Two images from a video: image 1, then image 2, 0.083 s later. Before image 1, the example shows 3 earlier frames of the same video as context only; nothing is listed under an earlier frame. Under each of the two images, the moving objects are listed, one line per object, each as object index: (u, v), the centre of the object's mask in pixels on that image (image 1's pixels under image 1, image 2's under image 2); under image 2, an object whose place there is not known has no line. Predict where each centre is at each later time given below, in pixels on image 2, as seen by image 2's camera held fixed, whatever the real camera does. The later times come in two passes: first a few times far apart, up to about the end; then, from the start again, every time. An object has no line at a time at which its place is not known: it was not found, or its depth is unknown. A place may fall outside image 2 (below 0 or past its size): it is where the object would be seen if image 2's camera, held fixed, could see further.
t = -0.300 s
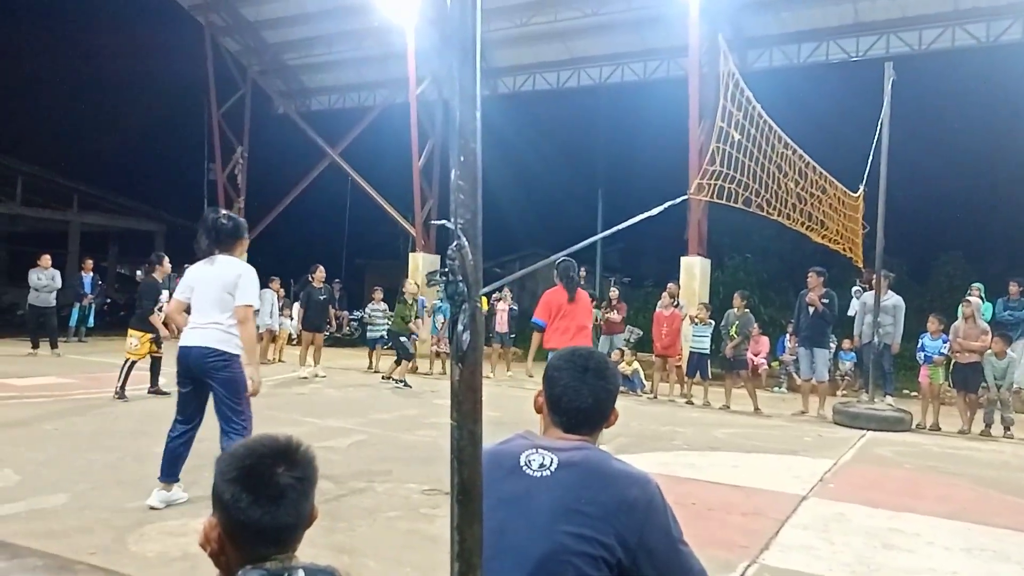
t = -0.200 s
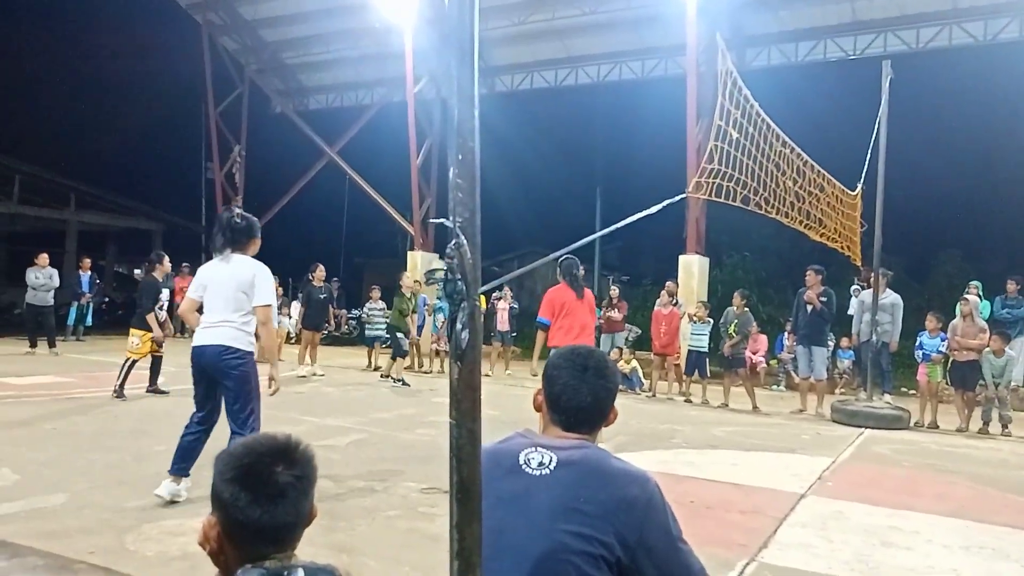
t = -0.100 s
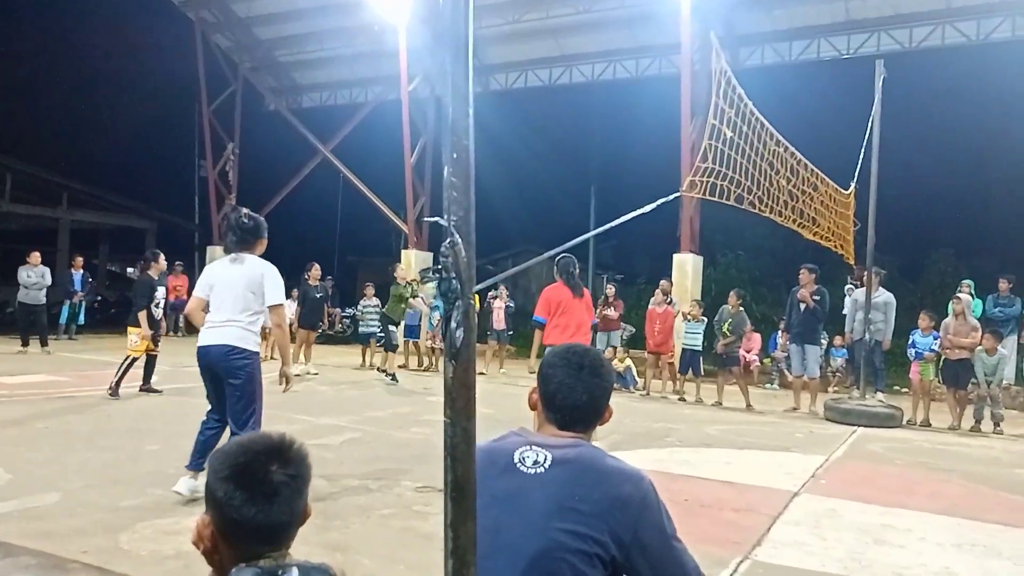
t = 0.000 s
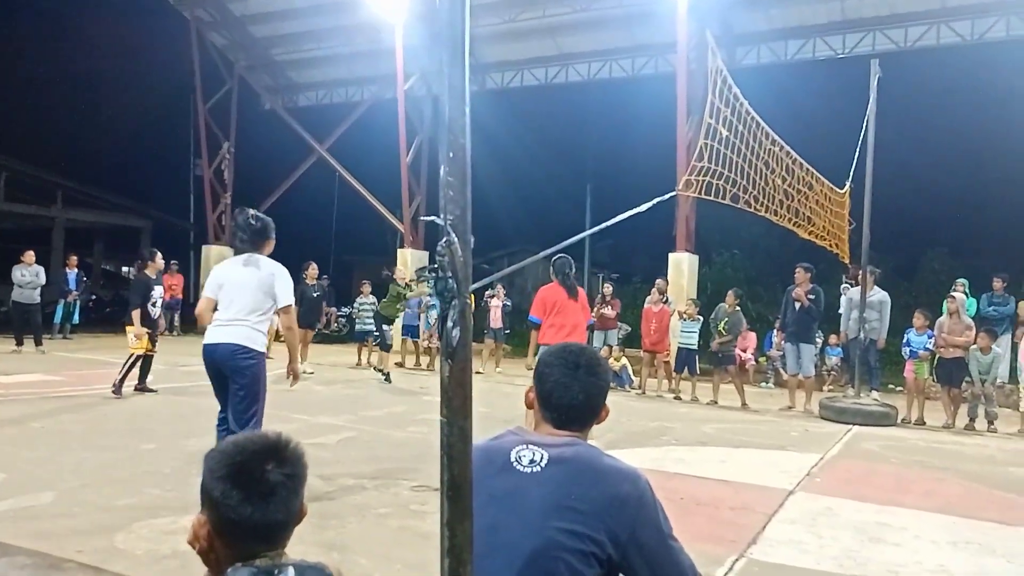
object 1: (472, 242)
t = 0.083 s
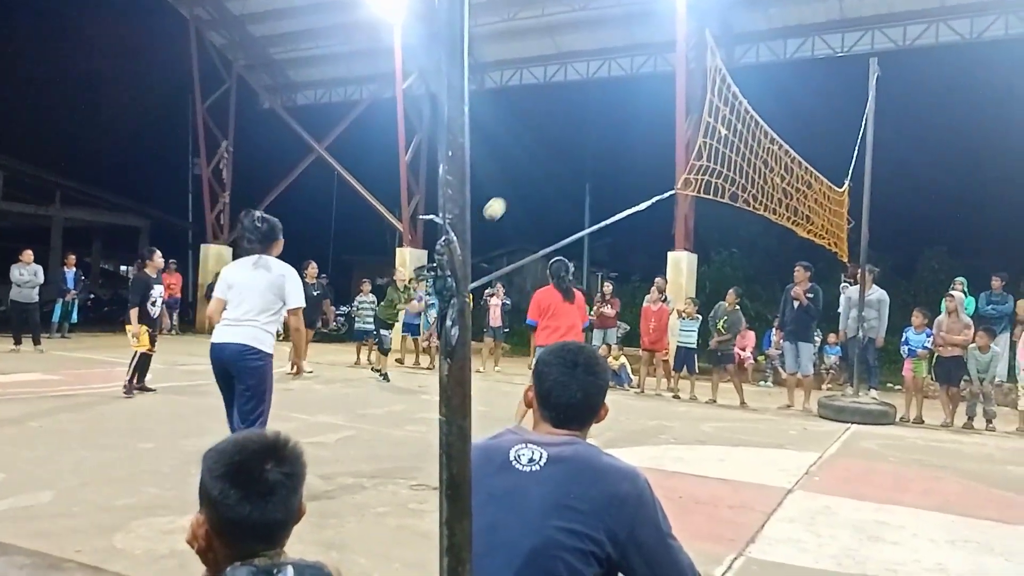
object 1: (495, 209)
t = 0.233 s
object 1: (560, 156)
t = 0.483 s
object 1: (698, 99)
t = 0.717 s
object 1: (883, 106)
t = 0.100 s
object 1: (502, 202)
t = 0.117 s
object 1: (509, 196)
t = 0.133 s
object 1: (516, 190)
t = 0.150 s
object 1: (522, 184)
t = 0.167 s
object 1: (530, 178)
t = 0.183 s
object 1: (537, 172)
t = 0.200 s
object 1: (545, 167)
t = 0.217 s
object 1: (552, 161)
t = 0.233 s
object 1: (560, 156)
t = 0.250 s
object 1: (568, 150)
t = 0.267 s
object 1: (577, 145)
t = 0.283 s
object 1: (585, 140)
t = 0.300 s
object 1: (594, 136)
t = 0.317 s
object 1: (602, 131)
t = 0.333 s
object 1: (612, 127)
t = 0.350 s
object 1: (620, 124)
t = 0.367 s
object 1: (629, 120)
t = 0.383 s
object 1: (639, 117)
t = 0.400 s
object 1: (648, 113)
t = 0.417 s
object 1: (657, 110)
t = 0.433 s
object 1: (667, 107)
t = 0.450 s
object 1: (677, 104)
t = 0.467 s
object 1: (687, 101)
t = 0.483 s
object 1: (698, 99)
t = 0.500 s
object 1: (709, 97)
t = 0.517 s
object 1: (721, 96)
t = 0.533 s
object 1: (732, 95)
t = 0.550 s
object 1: (744, 95)
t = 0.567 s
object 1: (757, 94)
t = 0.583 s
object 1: (769, 94)
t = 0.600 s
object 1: (781, 94)
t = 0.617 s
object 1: (795, 95)
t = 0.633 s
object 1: (808, 96)
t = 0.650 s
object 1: (822, 97)
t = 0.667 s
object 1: (837, 98)
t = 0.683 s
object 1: (852, 100)
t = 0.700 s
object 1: (867, 103)
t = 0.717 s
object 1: (883, 106)
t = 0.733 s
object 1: (898, 111)
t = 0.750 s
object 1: (915, 115)
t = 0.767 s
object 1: (932, 121)
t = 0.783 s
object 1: (948, 126)
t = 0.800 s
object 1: (966, 132)
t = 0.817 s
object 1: (984, 139)
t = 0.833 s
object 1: (1003, 146)
